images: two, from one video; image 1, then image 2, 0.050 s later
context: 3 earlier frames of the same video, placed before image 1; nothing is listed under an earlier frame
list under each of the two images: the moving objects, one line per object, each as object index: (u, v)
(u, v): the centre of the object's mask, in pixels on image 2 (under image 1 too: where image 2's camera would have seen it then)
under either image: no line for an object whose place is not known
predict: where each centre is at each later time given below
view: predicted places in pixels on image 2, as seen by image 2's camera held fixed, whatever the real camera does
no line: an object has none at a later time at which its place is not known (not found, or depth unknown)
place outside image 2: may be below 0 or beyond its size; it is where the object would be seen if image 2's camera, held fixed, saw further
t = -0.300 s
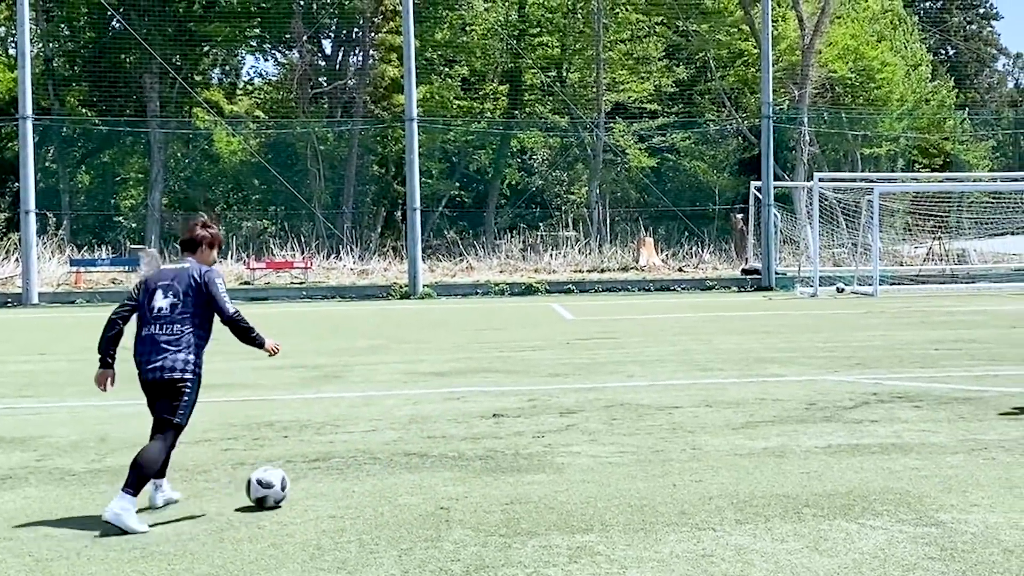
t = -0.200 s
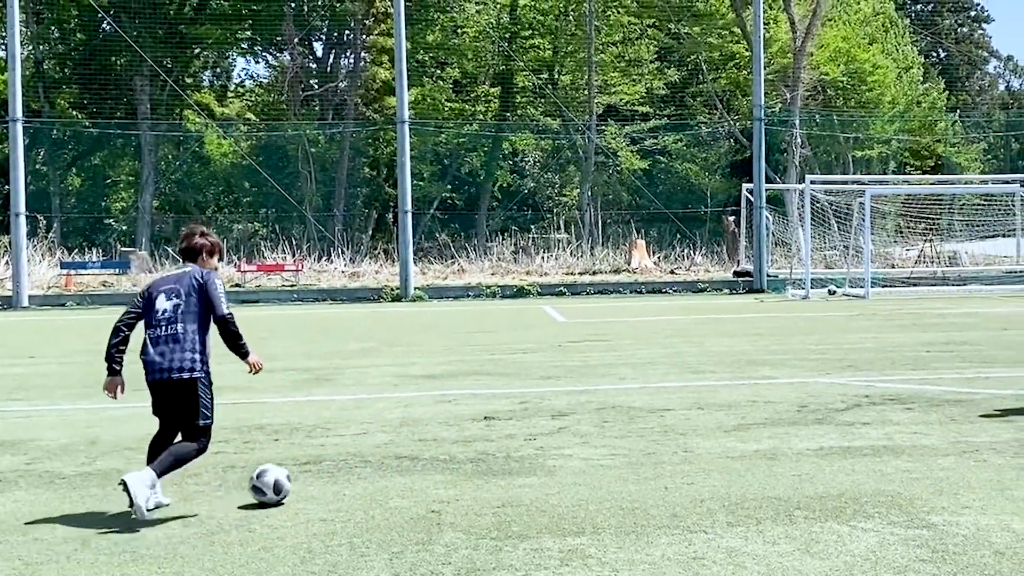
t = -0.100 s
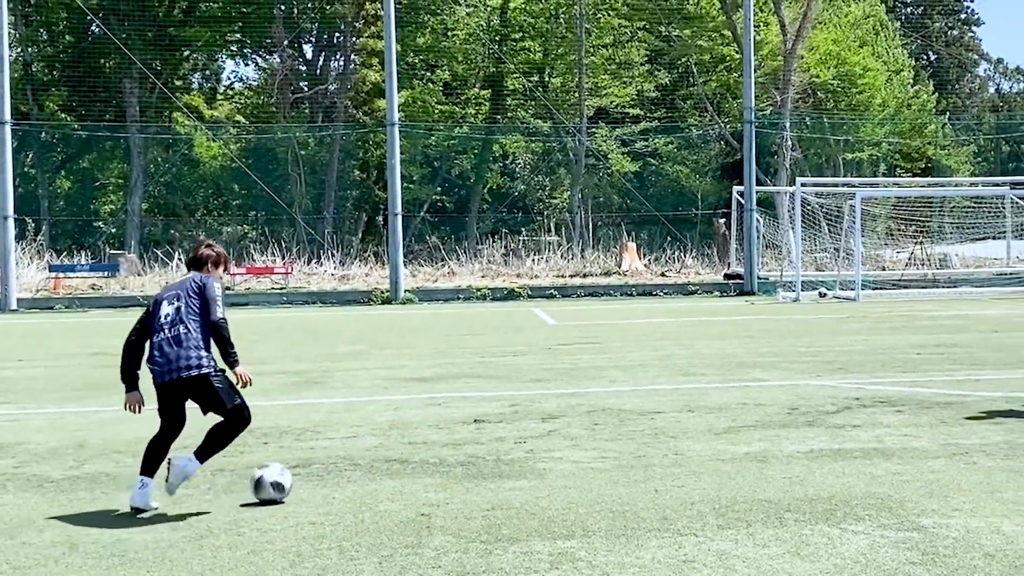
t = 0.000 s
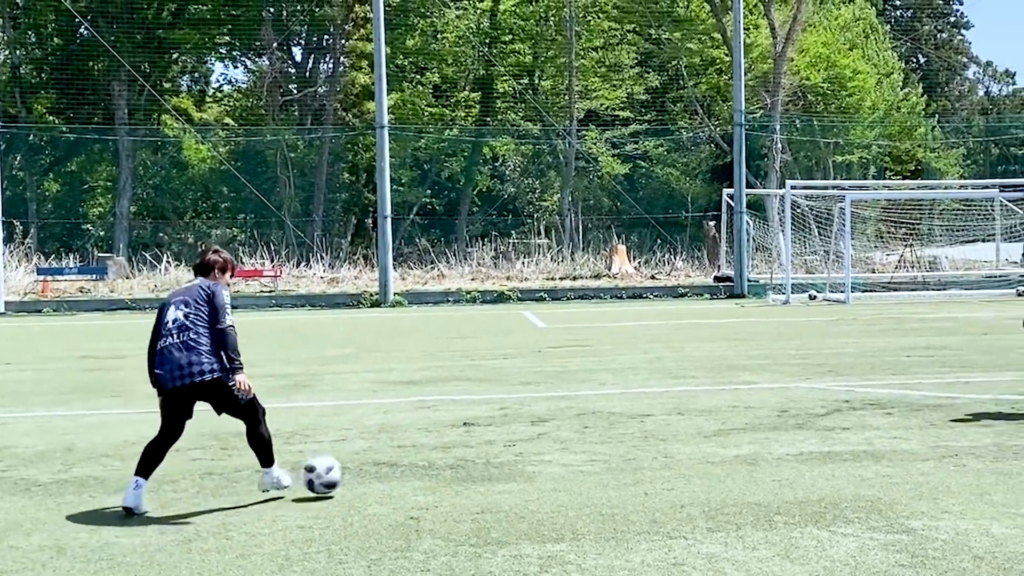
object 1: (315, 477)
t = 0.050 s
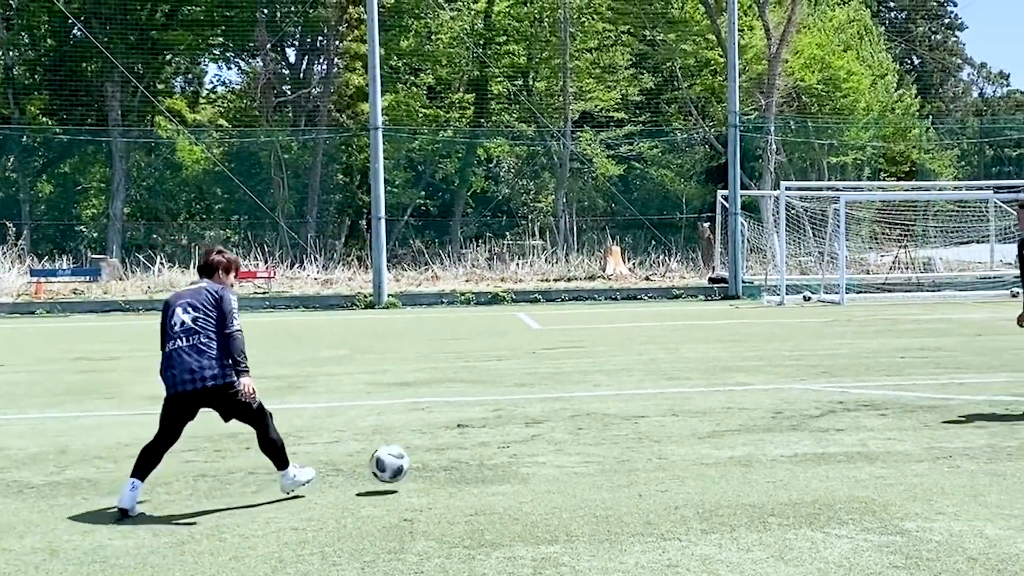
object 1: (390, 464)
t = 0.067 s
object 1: (413, 460)
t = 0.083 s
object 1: (437, 457)
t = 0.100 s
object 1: (460, 455)
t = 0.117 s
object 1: (482, 454)
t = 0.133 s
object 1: (505, 452)
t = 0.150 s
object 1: (526, 451)
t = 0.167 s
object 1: (548, 451)
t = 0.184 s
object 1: (569, 451)
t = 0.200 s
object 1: (590, 452)
